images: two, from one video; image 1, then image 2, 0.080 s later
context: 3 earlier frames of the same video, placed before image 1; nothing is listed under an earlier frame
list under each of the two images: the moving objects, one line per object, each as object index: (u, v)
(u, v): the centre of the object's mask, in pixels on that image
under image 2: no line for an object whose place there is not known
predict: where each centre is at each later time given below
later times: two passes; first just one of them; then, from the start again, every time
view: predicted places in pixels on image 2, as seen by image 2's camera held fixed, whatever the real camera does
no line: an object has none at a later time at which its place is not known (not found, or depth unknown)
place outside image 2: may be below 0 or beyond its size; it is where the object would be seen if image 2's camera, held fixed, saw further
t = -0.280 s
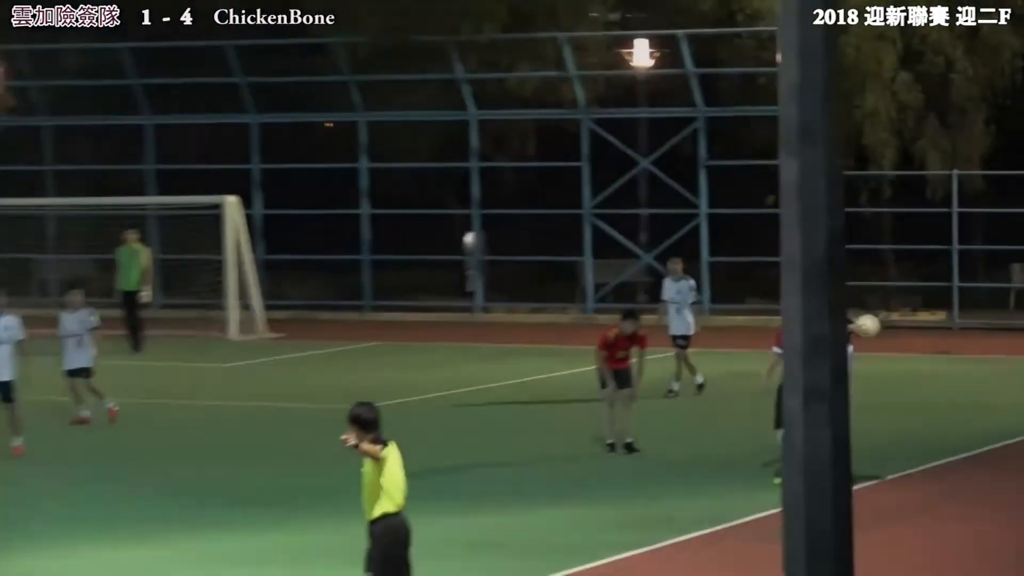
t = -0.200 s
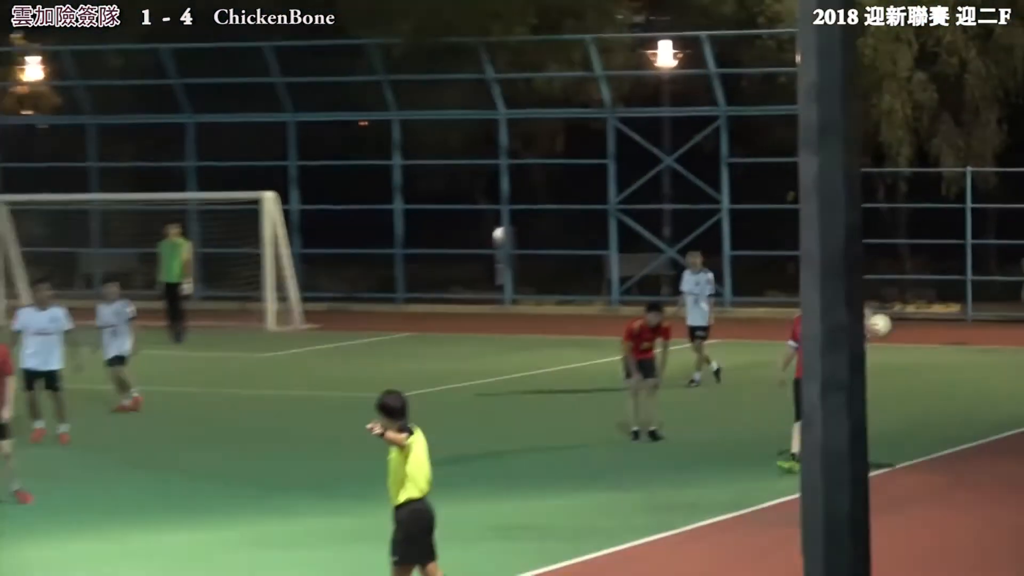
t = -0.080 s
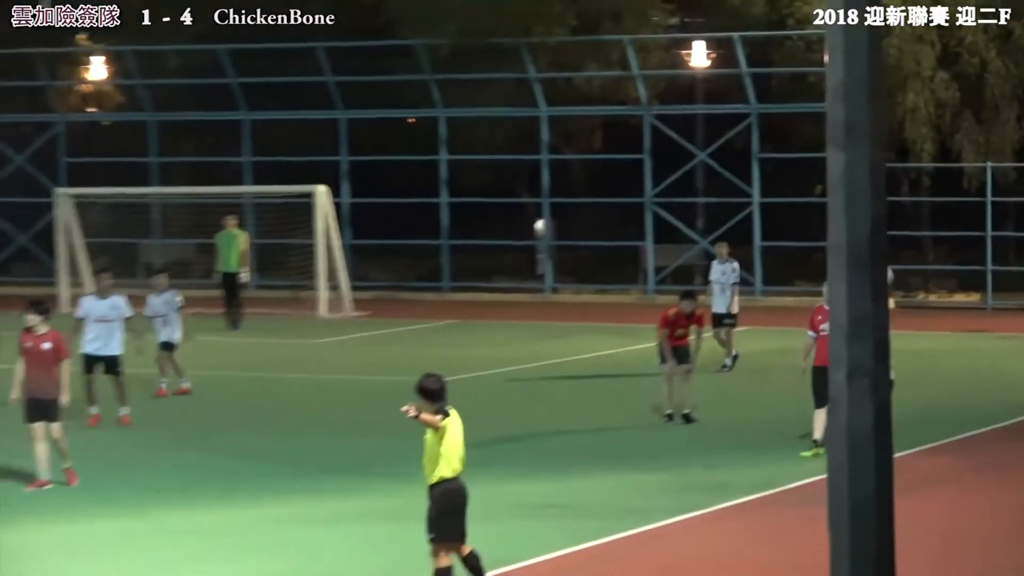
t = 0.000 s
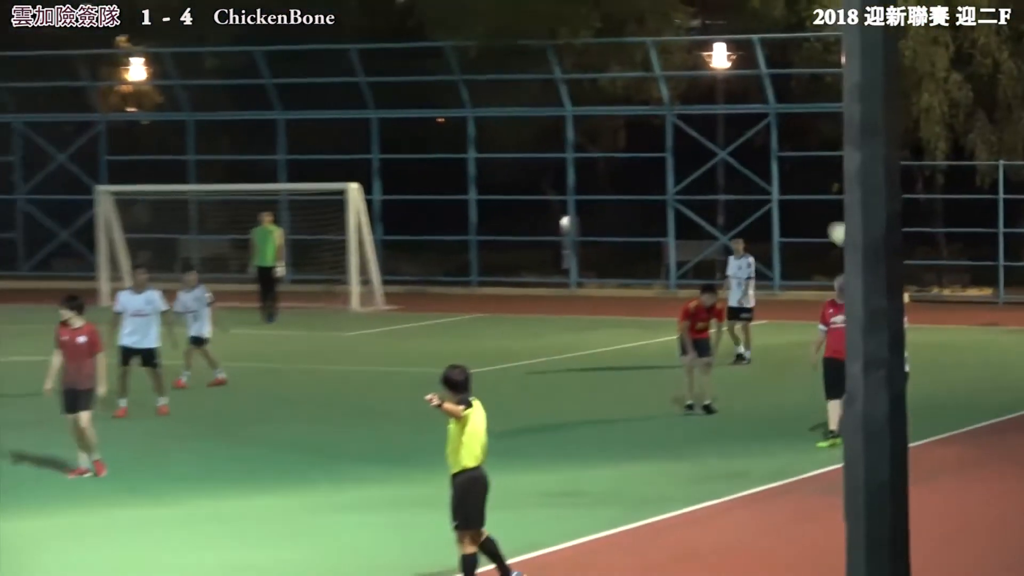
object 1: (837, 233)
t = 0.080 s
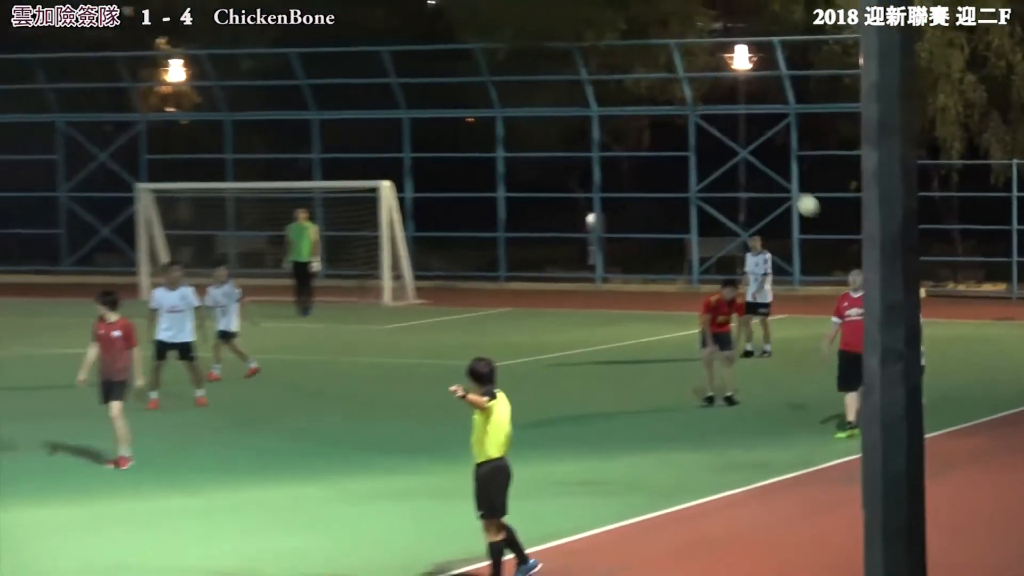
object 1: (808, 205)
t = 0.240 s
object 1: (719, 173)
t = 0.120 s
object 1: (782, 194)
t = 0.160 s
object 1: (760, 185)
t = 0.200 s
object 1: (741, 179)
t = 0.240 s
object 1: (719, 173)
